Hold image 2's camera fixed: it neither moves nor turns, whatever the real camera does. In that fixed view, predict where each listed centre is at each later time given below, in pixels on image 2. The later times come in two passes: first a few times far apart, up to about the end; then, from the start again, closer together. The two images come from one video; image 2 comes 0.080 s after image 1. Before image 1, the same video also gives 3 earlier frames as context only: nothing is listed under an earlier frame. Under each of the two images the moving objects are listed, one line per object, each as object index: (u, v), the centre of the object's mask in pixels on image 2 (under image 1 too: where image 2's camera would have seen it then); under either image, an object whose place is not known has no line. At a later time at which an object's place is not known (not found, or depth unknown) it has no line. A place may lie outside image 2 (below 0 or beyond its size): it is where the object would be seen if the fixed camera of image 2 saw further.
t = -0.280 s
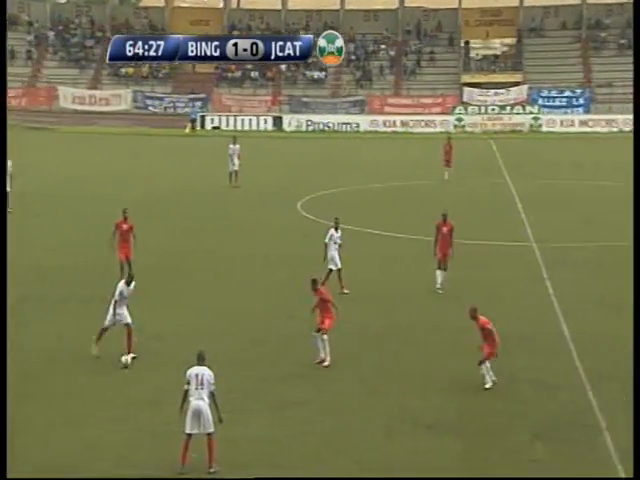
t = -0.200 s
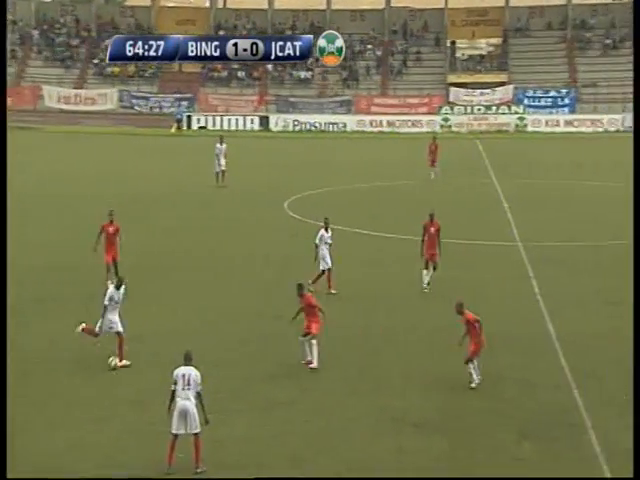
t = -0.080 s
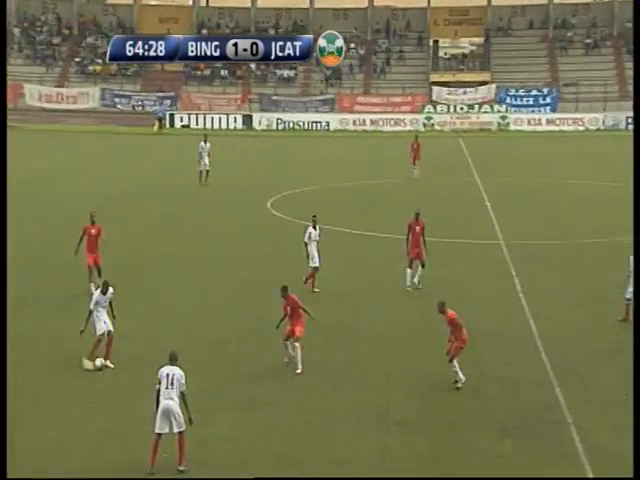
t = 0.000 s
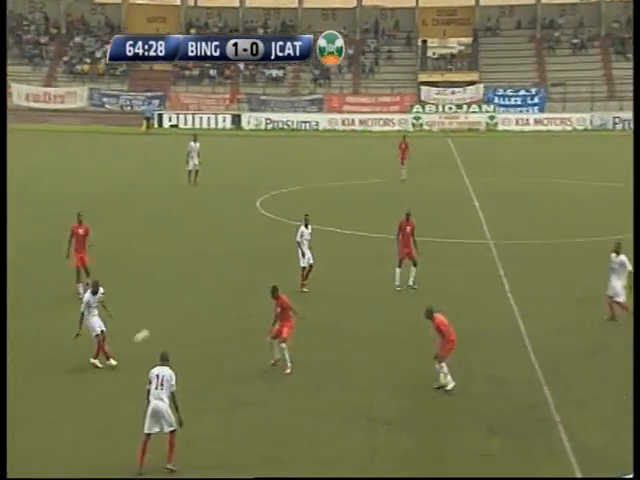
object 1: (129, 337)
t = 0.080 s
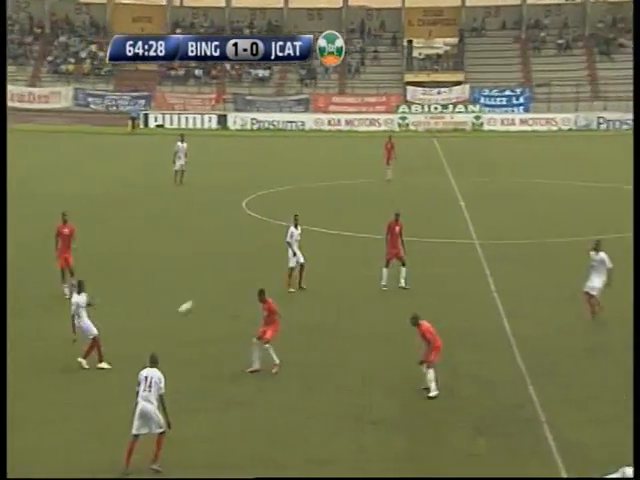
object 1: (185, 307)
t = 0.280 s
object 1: (325, 241)
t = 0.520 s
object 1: (488, 179)
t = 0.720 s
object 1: (622, 141)
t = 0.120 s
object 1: (215, 292)
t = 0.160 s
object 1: (242, 279)
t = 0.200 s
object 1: (269, 267)
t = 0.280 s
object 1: (325, 241)
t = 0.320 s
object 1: (352, 230)
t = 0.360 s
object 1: (379, 219)
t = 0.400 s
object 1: (408, 208)
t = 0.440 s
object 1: (433, 198)
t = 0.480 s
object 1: (461, 189)
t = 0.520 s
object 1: (488, 179)
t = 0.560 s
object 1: (515, 171)
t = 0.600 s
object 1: (542, 162)
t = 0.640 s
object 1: (568, 155)
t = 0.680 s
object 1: (596, 148)
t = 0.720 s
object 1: (622, 141)
